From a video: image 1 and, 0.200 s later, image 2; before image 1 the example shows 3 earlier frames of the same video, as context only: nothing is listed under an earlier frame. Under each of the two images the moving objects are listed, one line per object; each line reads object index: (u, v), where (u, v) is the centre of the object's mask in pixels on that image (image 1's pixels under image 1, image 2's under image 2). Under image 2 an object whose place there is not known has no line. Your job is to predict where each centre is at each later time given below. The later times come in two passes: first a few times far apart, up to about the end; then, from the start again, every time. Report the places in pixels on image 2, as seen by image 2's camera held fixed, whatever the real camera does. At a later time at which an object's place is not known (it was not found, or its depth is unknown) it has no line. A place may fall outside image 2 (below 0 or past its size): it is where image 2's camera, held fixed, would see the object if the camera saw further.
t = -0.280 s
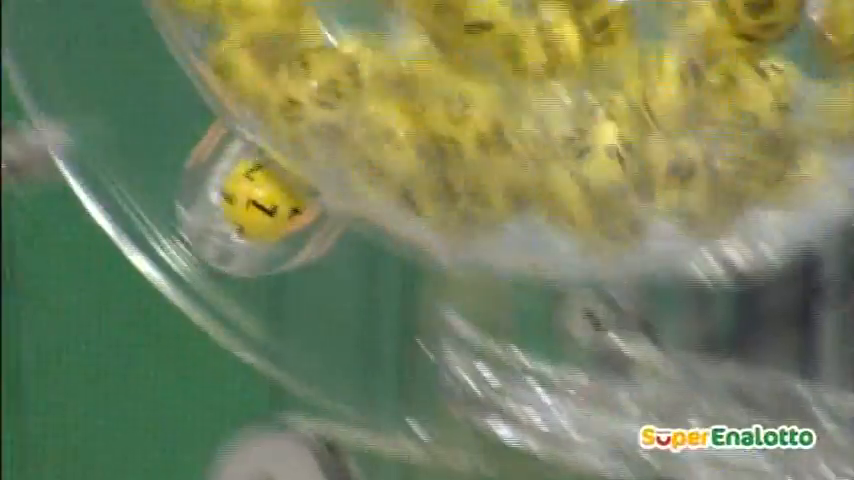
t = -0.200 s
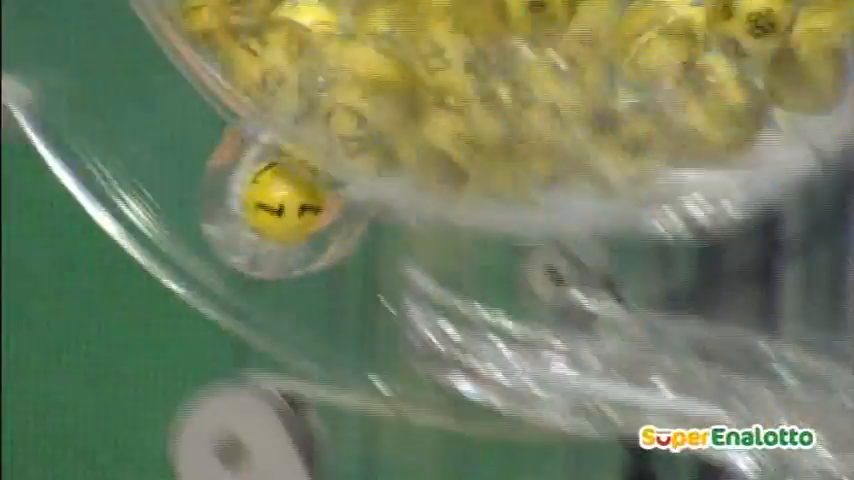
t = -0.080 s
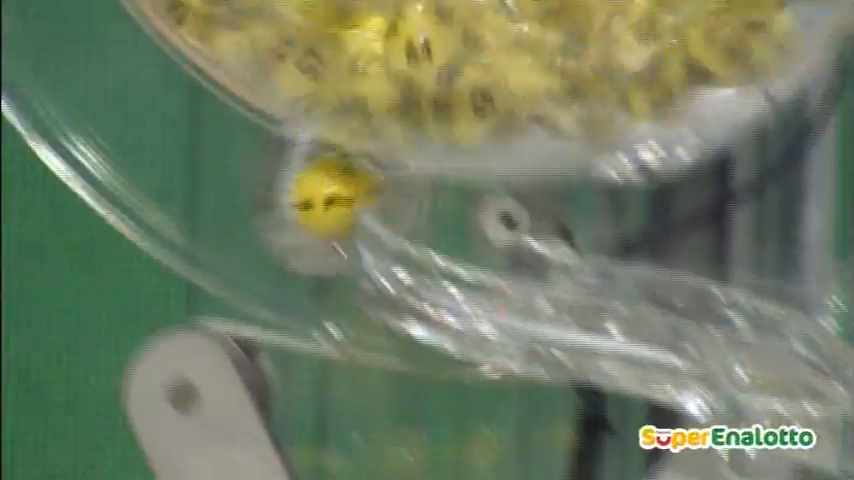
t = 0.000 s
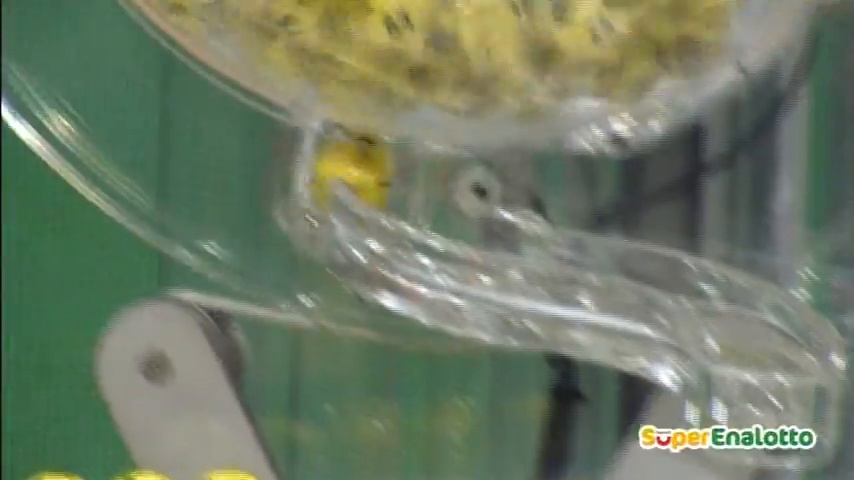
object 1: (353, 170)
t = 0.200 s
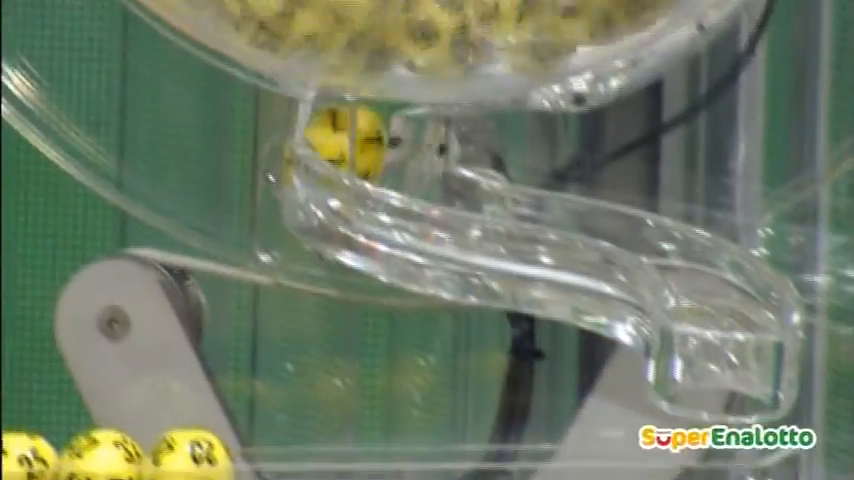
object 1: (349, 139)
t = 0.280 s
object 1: (366, 144)
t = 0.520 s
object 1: (403, 160)
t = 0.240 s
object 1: (357, 142)
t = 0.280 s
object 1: (366, 144)
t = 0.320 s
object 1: (373, 147)
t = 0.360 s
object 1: (379, 149)
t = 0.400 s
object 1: (391, 152)
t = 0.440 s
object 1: (396, 154)
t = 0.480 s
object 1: (400, 157)
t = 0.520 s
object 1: (403, 160)
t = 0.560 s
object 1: (405, 162)
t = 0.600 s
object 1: (399, 164)
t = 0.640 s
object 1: (393, 164)
